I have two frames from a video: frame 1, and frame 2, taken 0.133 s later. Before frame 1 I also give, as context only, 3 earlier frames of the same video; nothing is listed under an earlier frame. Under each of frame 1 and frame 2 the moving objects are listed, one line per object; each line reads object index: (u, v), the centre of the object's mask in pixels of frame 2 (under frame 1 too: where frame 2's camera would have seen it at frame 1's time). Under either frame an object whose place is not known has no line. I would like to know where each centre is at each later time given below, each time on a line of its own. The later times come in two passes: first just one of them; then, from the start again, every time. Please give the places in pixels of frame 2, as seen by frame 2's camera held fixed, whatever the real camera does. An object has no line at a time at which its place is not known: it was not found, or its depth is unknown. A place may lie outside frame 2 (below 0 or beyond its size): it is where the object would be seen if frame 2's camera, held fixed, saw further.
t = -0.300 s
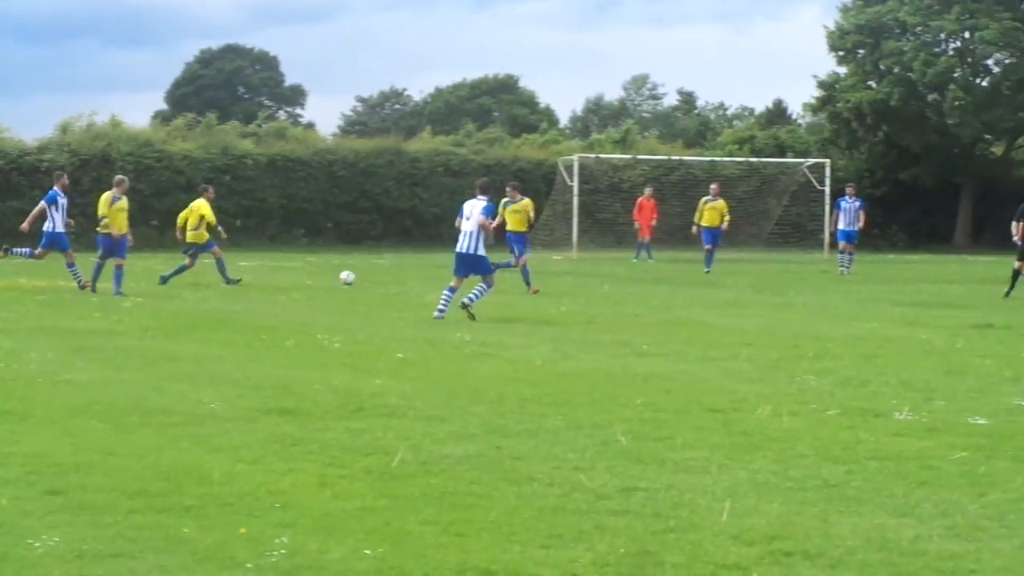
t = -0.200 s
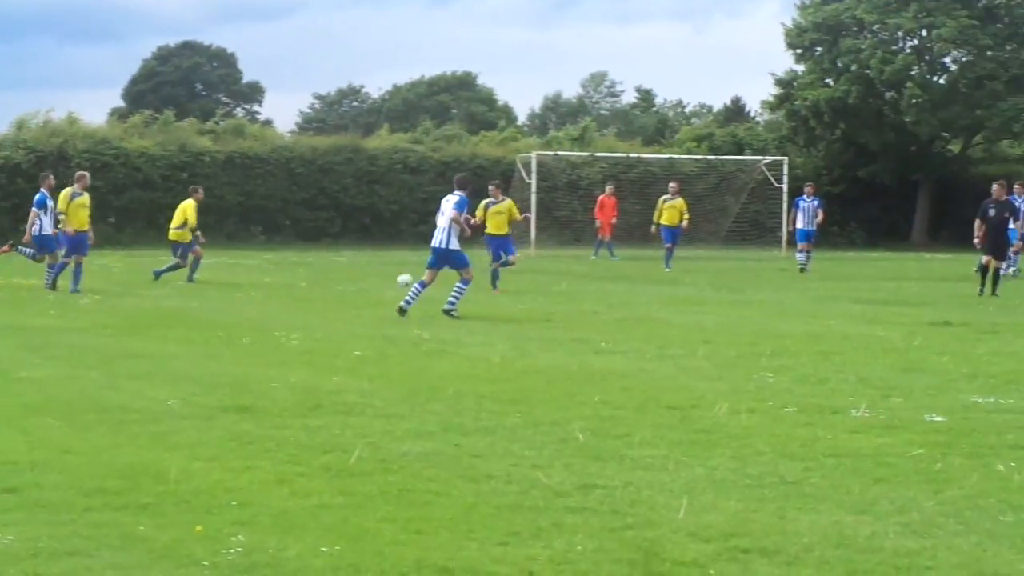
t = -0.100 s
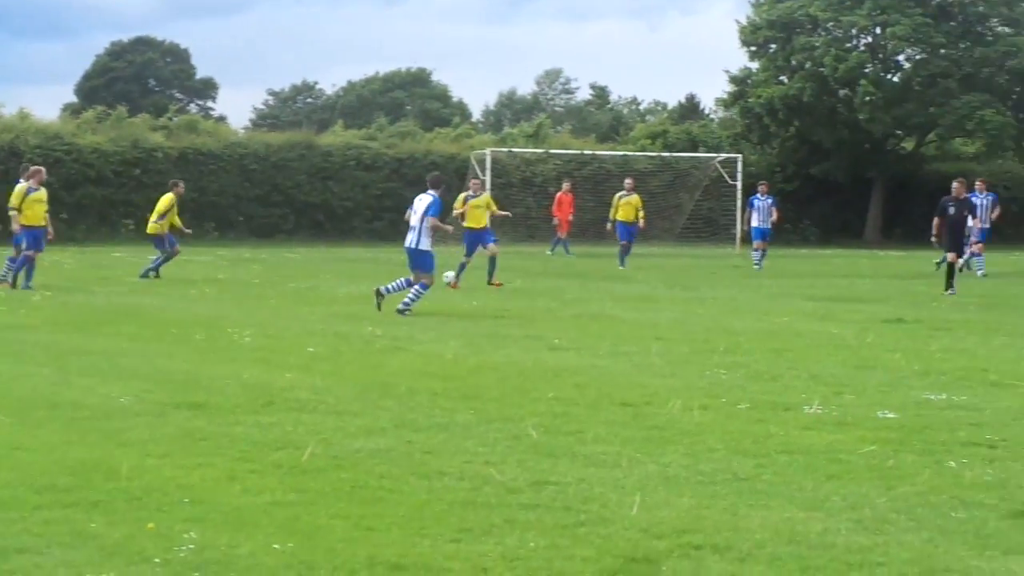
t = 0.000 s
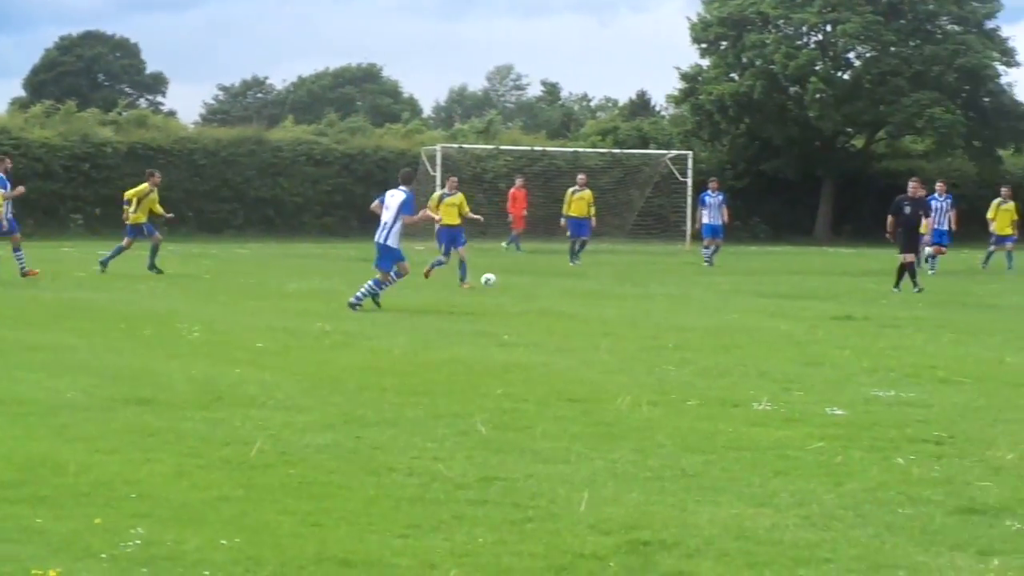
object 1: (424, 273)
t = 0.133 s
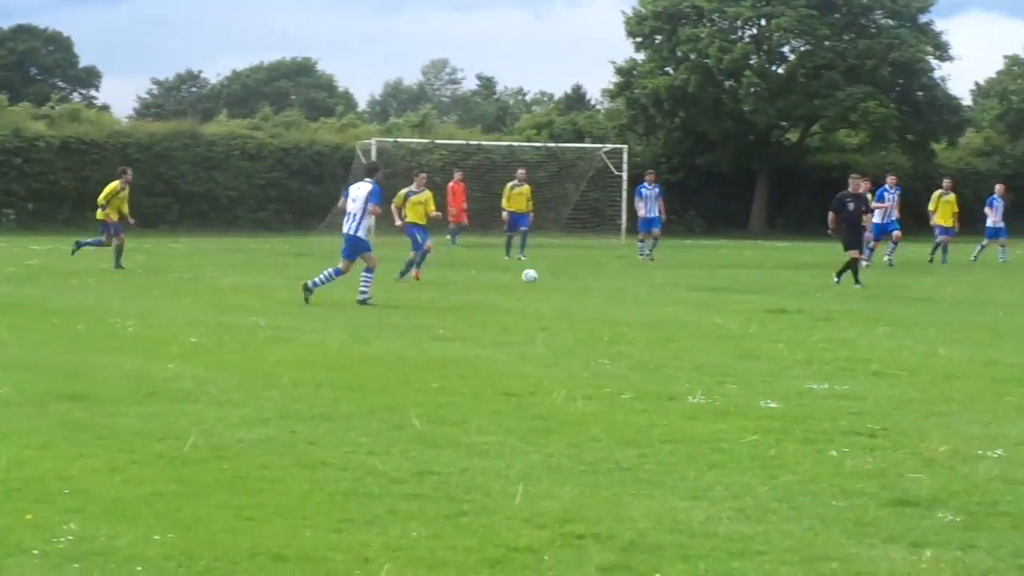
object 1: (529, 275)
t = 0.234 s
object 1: (600, 275)
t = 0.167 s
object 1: (553, 276)
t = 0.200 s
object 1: (577, 276)
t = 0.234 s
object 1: (600, 275)
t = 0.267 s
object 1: (621, 275)
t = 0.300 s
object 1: (642, 276)
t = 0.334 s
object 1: (660, 276)
